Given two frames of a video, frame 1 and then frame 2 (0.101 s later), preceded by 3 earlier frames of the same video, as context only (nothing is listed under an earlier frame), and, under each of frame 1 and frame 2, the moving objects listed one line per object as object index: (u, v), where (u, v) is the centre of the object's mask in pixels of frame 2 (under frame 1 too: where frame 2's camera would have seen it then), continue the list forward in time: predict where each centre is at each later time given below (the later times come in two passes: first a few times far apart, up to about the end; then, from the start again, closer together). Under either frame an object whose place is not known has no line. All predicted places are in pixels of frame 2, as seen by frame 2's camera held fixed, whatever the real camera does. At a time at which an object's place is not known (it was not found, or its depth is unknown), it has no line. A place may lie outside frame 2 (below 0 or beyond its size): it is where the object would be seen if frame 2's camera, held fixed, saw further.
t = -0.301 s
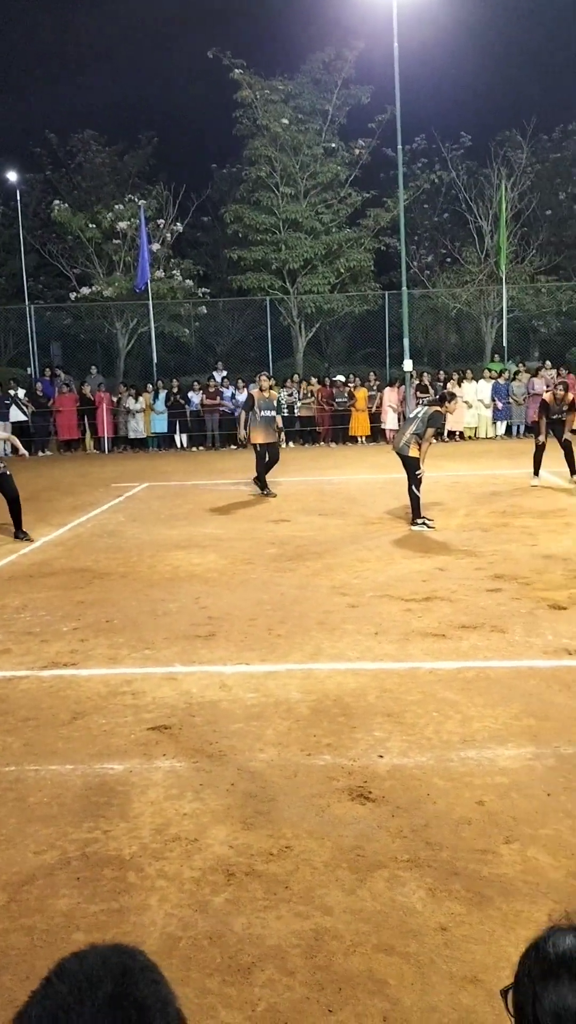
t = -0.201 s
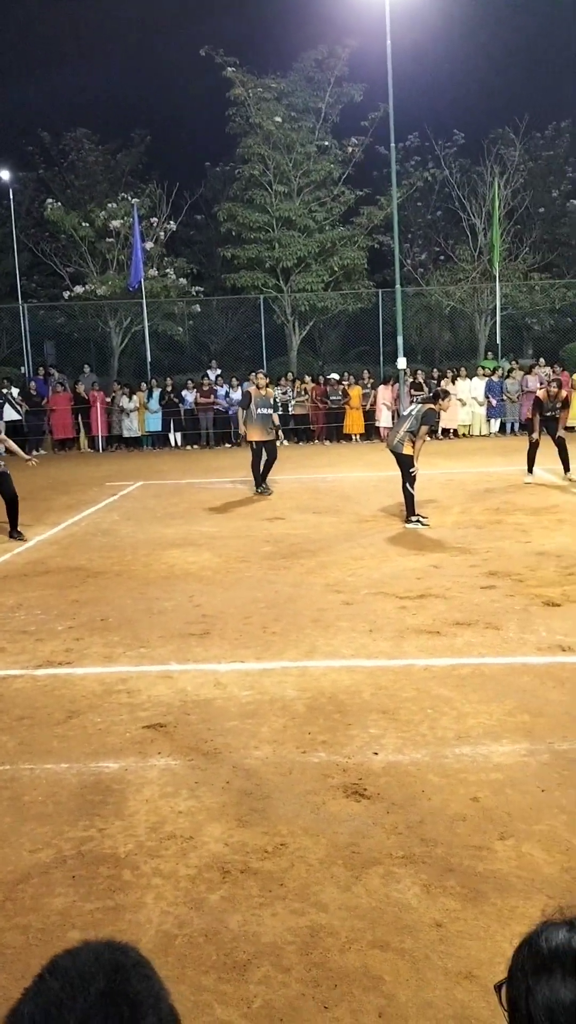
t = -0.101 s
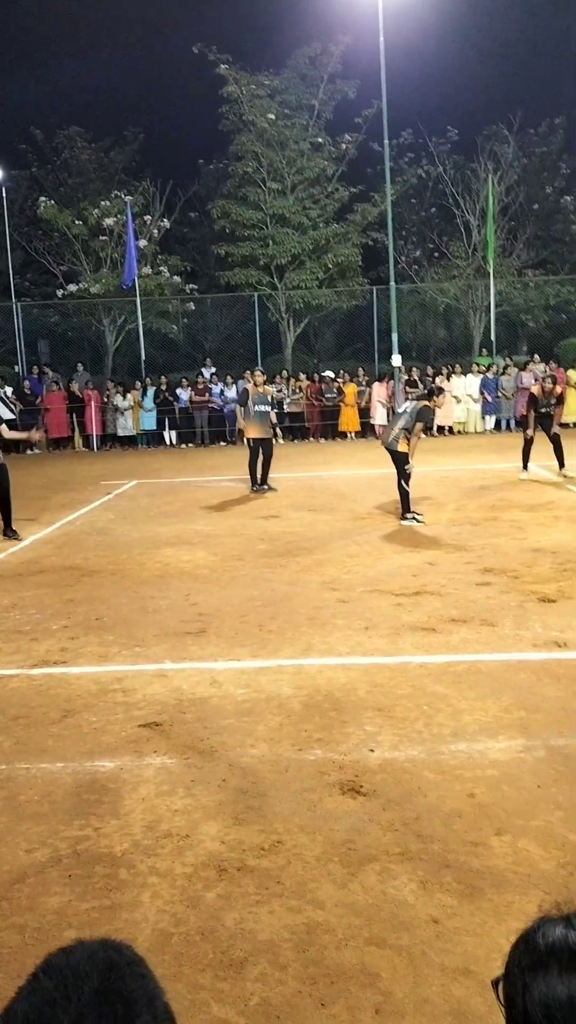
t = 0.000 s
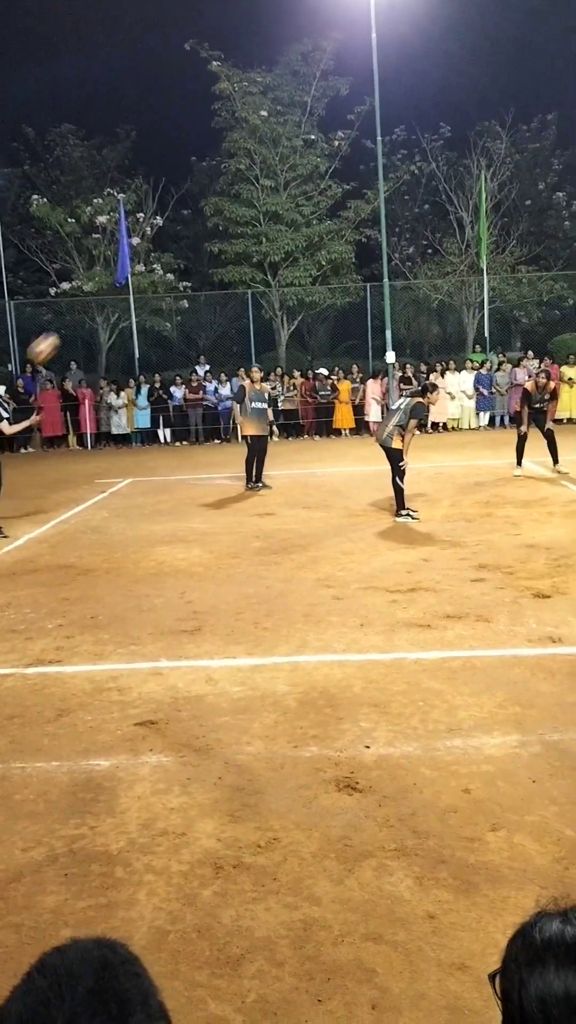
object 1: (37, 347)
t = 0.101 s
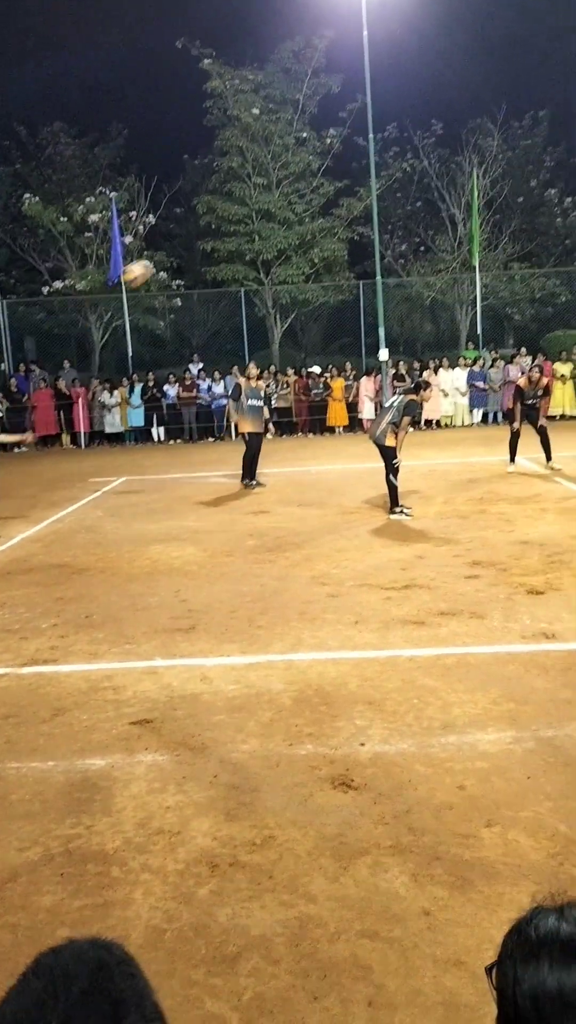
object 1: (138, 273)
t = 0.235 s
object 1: (265, 196)
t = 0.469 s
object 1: (475, 116)
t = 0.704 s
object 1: (667, 108)
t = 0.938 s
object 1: (831, 150)
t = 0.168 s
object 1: (201, 231)
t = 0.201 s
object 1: (234, 213)
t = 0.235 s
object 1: (265, 196)
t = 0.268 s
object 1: (296, 180)
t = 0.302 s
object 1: (328, 166)
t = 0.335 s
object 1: (357, 153)
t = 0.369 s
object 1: (388, 141)
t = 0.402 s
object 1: (419, 132)
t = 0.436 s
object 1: (448, 122)
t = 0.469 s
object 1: (475, 116)
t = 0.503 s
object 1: (506, 112)
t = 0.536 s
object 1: (534, 107)
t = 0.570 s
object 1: (563, 105)
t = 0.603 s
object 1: (589, 104)
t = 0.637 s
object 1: (615, 105)
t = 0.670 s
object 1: (642, 106)
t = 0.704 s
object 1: (667, 108)
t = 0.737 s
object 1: (693, 110)
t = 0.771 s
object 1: (718, 114)
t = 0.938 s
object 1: (831, 150)
